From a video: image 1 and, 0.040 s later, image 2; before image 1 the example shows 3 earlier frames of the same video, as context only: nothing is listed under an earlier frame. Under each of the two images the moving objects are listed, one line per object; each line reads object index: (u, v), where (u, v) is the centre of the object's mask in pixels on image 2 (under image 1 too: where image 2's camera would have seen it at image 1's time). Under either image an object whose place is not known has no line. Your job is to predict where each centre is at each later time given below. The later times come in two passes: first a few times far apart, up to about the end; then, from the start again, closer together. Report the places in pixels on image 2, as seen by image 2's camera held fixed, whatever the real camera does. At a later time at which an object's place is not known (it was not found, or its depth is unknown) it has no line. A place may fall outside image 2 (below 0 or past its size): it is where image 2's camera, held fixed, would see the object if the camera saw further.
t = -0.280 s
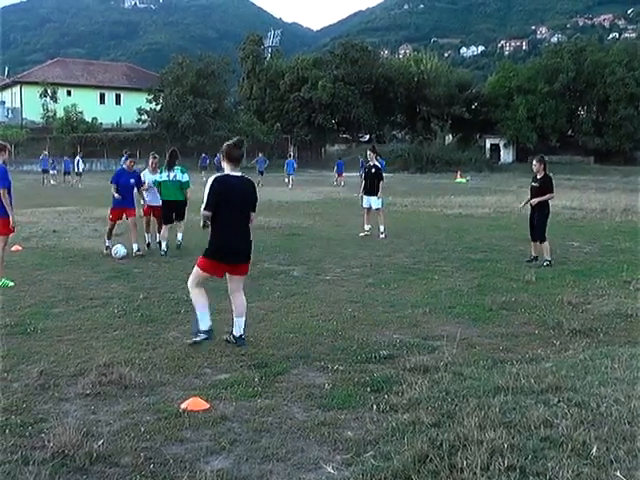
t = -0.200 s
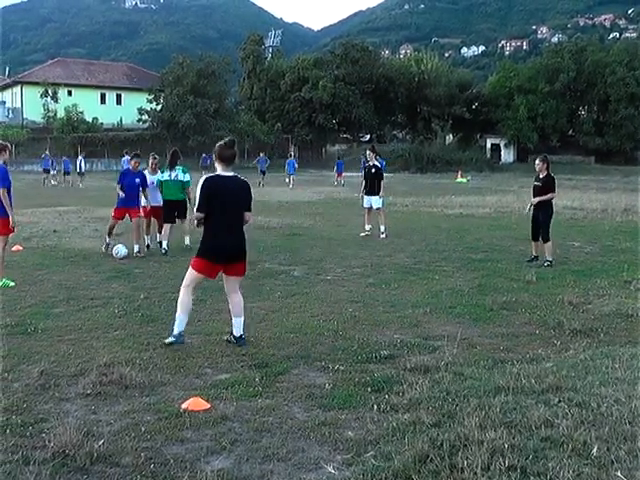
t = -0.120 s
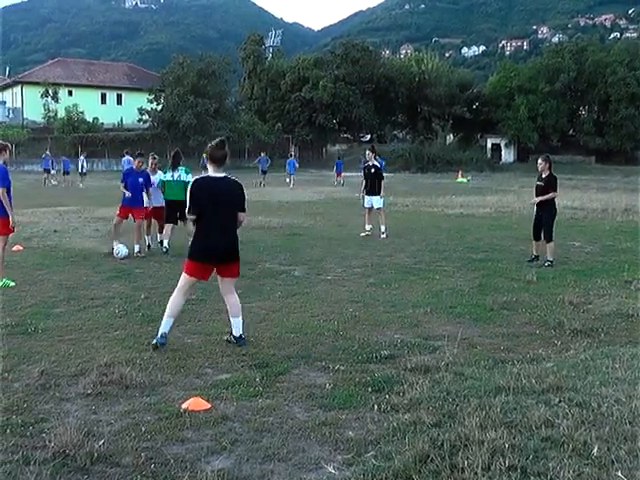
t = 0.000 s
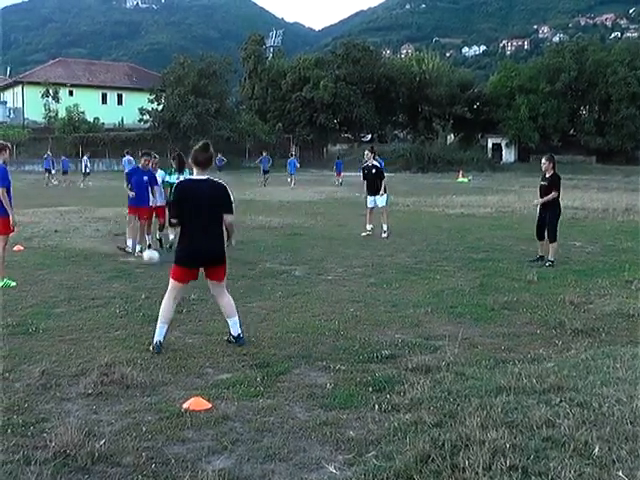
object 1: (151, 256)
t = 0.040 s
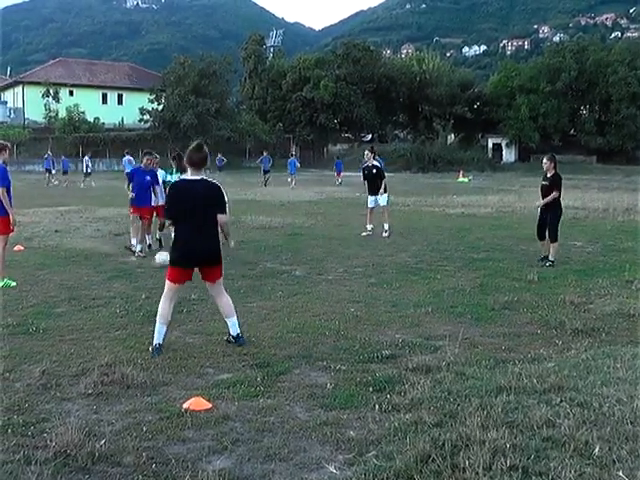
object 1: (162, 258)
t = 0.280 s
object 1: (232, 273)
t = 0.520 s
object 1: (301, 282)
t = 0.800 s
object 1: (394, 301)
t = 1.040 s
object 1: (488, 315)
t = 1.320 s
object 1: (613, 339)
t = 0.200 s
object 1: (214, 264)
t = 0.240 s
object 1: (220, 270)
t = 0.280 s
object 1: (232, 273)
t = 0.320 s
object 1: (243, 275)
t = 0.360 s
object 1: (255, 276)
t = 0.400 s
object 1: (267, 280)
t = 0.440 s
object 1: (278, 282)
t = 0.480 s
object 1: (289, 282)
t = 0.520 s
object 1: (301, 282)
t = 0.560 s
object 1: (313, 285)
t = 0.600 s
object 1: (326, 290)
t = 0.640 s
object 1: (339, 291)
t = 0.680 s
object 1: (352, 292)
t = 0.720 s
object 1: (366, 295)
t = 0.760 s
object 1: (380, 299)
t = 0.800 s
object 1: (394, 301)
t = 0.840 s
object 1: (409, 303)
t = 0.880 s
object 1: (424, 307)
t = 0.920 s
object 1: (440, 311)
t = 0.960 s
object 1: (456, 311)
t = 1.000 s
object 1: (471, 312)
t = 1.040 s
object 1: (488, 315)
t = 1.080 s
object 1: (505, 321)
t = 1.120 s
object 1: (523, 328)
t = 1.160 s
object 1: (540, 328)
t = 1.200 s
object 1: (558, 329)
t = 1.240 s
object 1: (577, 333)
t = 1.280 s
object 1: (595, 337)
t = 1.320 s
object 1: (613, 339)
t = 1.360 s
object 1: (632, 338)
